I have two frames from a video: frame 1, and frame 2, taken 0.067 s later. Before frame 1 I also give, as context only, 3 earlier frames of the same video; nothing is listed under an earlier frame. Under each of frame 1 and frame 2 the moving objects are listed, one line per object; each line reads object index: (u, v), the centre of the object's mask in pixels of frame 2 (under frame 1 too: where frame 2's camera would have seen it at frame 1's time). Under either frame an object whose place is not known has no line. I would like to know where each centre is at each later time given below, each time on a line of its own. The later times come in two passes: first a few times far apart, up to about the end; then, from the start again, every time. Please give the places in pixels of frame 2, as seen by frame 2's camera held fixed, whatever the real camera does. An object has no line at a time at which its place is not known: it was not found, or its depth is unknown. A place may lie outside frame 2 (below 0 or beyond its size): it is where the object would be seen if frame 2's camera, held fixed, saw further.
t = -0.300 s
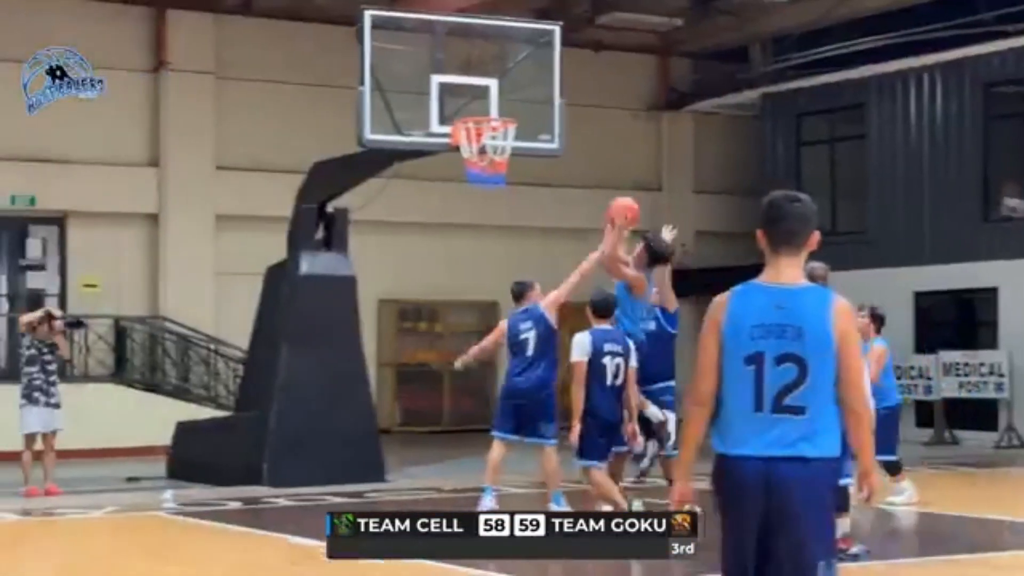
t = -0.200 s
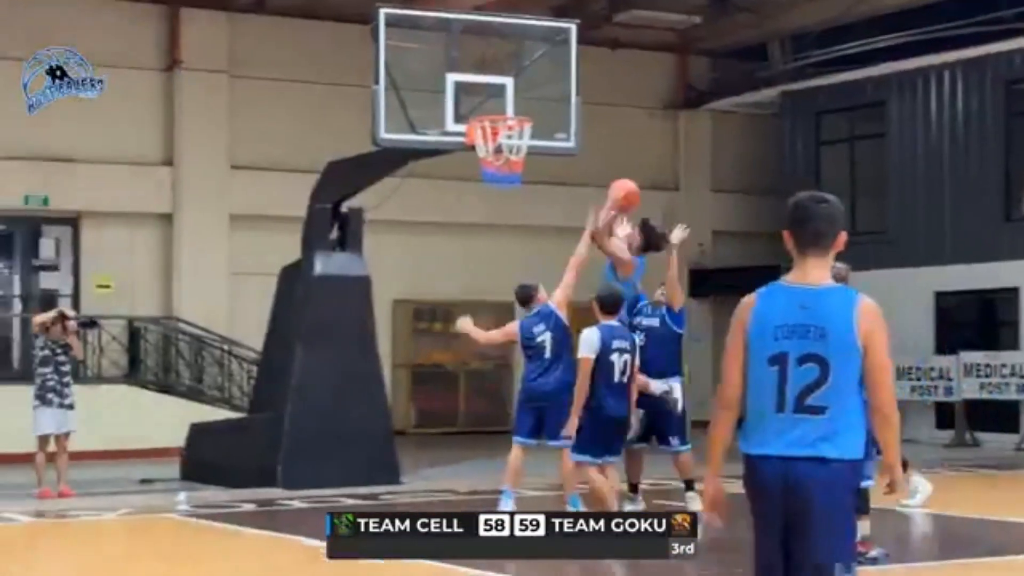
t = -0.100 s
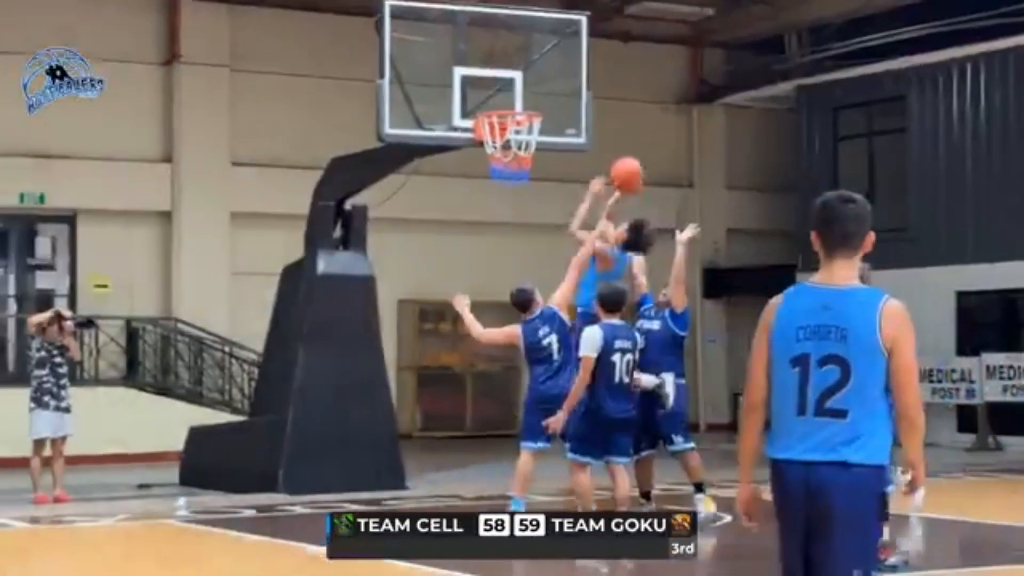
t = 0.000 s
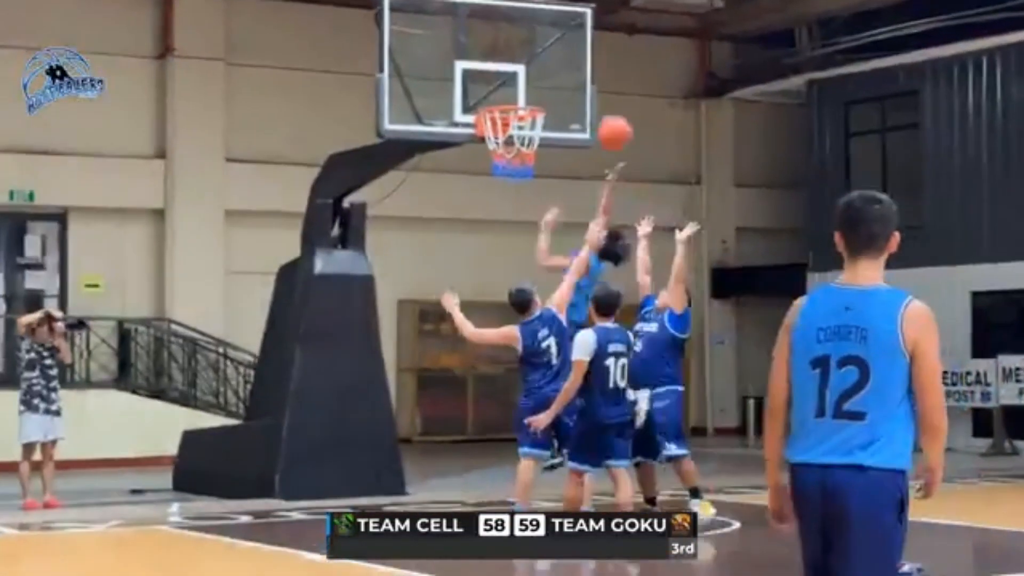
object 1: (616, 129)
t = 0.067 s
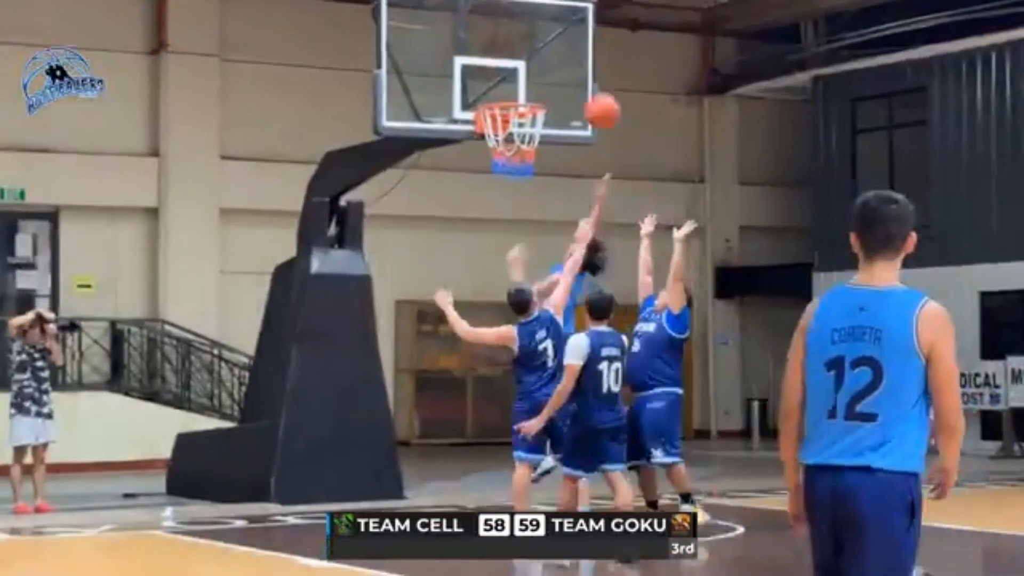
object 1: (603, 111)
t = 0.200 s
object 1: (574, 93)
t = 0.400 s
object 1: (567, 88)
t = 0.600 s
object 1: (591, 110)
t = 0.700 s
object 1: (604, 142)
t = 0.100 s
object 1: (596, 105)
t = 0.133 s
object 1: (589, 99)
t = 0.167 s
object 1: (582, 95)
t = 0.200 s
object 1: (574, 93)
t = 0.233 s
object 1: (569, 93)
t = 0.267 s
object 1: (561, 93)
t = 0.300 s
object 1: (556, 94)
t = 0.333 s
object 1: (559, 91)
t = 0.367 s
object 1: (563, 89)
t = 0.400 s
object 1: (567, 88)
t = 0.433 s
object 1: (571, 88)
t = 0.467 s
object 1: (574, 90)
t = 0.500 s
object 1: (579, 93)
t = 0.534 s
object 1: (583, 97)
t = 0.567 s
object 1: (588, 102)
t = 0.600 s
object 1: (591, 110)
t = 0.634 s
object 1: (596, 119)
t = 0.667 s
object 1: (600, 130)
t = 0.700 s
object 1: (604, 142)
